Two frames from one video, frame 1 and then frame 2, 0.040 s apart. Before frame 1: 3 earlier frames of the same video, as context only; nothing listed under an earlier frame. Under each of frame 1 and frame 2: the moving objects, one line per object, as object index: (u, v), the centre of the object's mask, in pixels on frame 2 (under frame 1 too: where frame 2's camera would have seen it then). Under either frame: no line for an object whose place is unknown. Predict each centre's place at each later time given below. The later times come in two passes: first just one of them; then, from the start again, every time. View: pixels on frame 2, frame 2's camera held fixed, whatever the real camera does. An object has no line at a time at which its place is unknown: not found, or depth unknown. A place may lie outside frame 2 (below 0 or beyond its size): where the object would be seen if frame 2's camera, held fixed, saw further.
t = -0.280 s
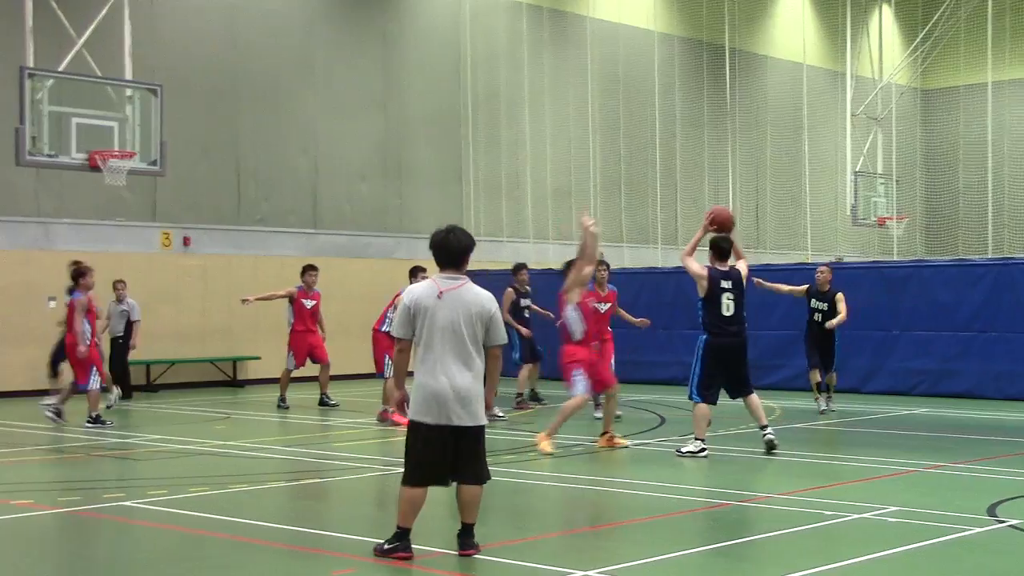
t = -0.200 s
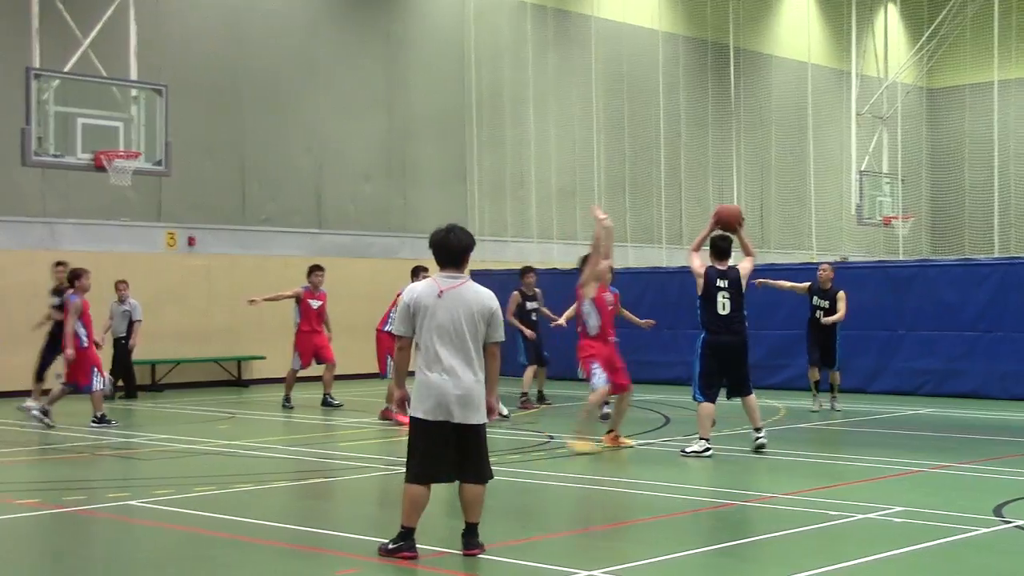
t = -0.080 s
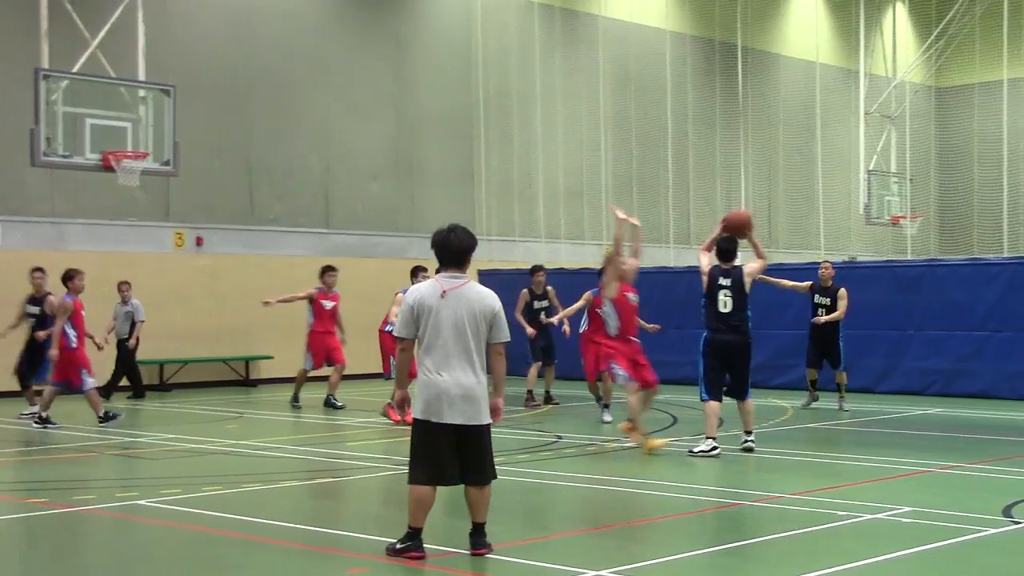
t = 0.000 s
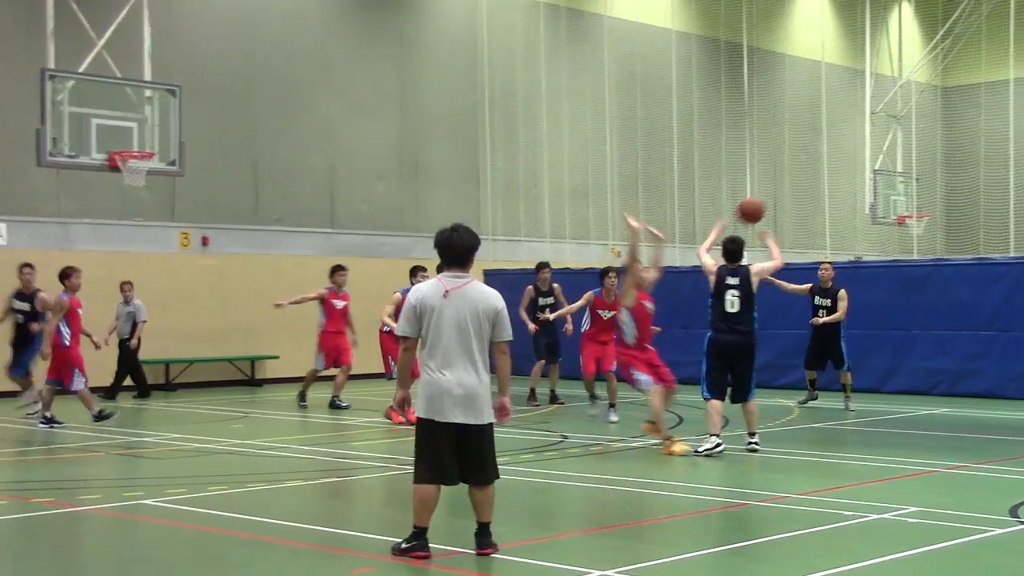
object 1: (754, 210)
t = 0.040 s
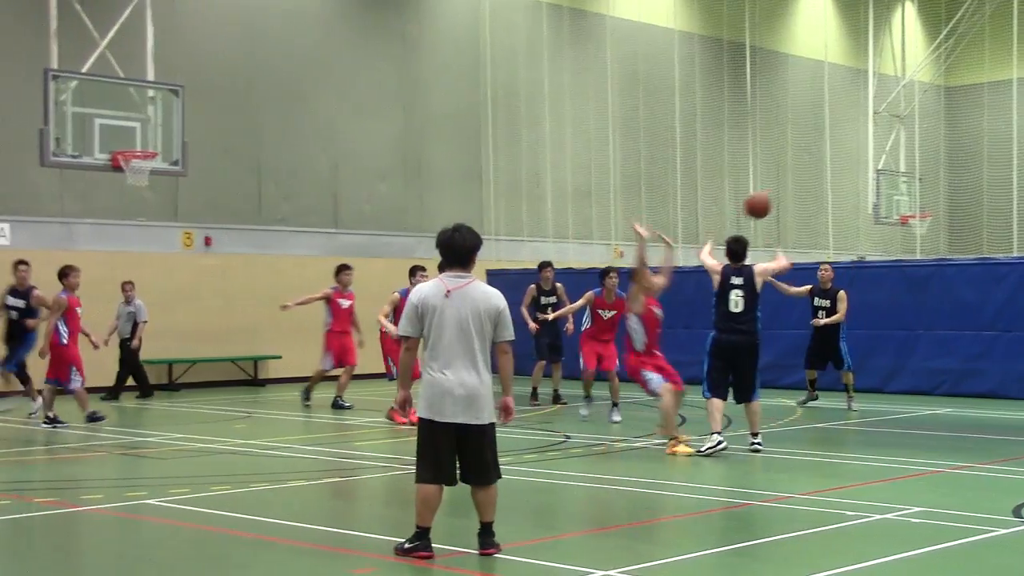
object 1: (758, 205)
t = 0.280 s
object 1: (778, 213)
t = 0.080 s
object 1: (761, 203)
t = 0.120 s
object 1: (765, 202)
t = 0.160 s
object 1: (768, 203)
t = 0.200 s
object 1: (771, 204)
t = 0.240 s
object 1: (774, 209)
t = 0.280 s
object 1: (778, 213)
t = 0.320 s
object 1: (780, 219)
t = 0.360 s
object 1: (782, 227)
